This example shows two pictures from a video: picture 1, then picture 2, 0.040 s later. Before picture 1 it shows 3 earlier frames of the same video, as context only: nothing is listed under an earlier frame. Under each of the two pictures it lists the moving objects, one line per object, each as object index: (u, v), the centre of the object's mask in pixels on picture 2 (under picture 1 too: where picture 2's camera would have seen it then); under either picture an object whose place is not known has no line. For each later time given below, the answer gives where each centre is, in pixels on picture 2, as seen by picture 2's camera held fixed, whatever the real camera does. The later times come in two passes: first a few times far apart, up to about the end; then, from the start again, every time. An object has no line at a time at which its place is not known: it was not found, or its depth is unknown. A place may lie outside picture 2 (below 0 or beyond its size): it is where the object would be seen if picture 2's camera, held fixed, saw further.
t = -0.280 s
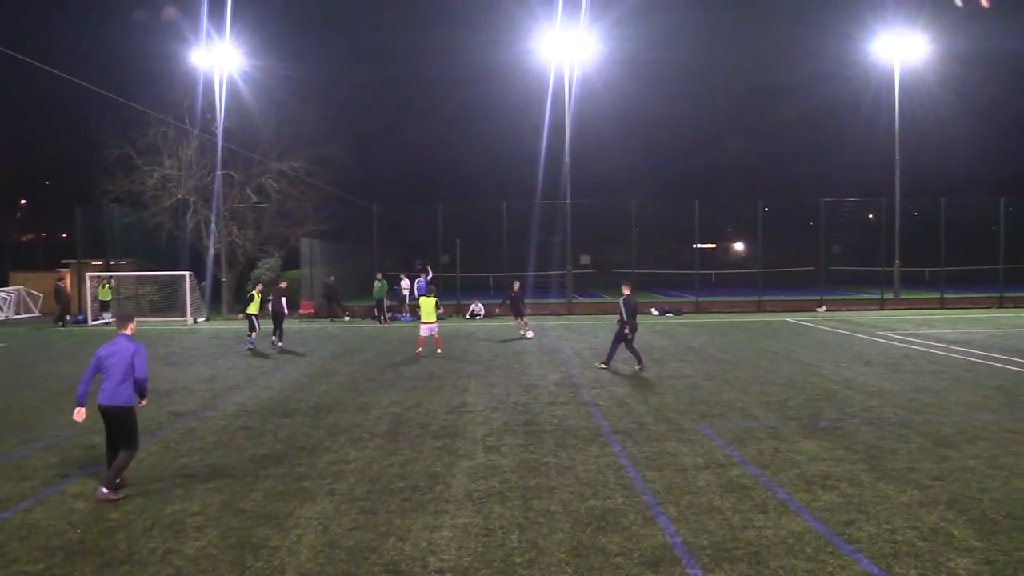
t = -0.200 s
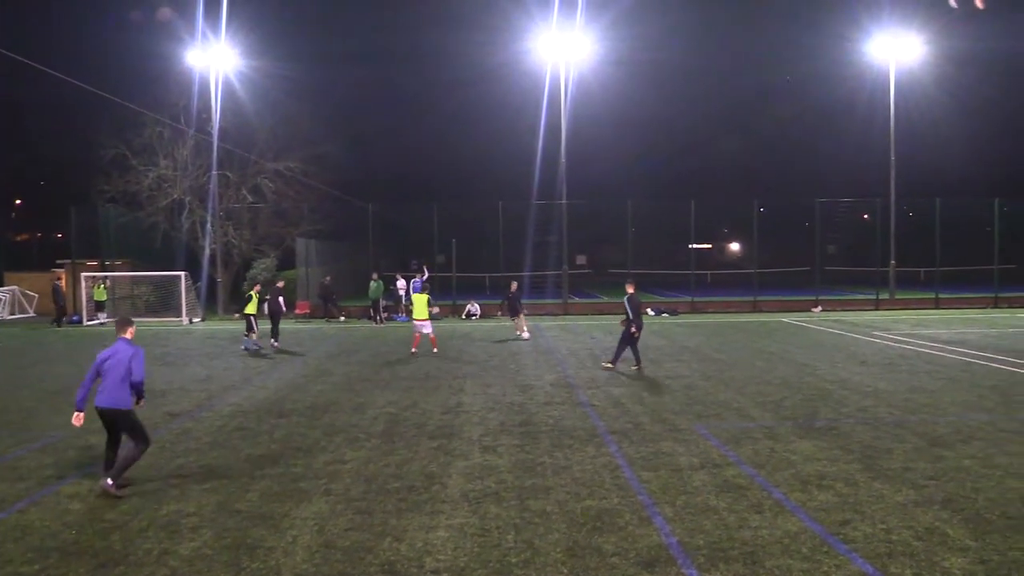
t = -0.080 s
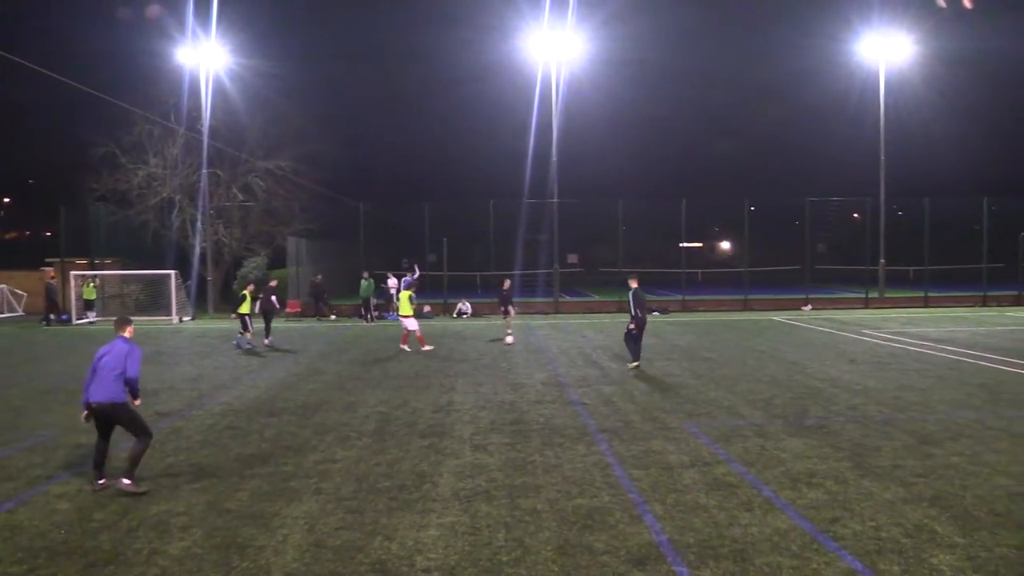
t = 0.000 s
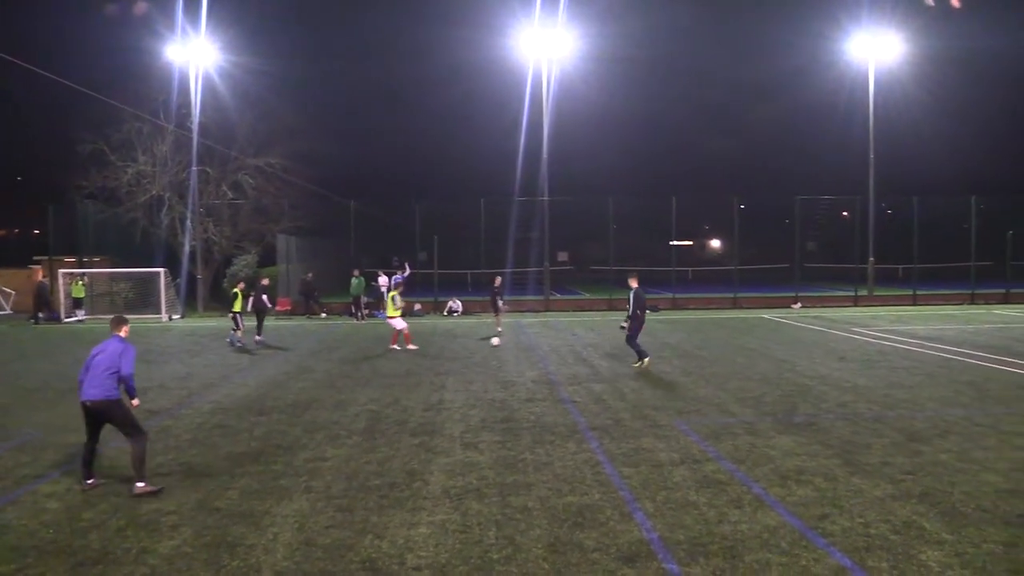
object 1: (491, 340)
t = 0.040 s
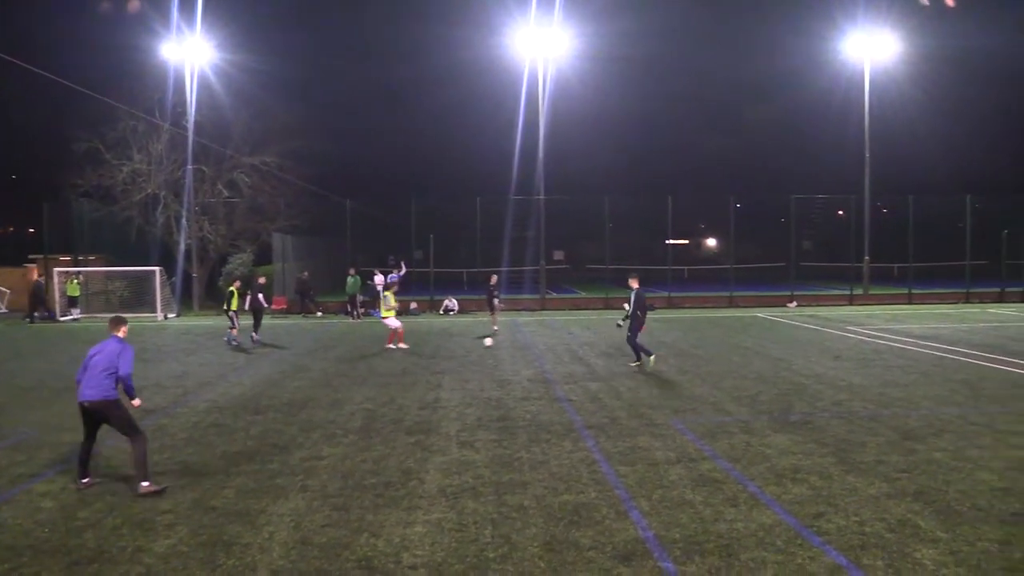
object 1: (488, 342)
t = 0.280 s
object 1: (468, 356)
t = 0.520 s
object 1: (446, 368)
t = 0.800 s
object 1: (415, 389)
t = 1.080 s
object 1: (375, 411)
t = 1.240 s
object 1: (346, 430)
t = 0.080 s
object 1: (484, 344)
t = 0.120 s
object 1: (481, 346)
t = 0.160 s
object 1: (479, 348)
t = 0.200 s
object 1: (475, 350)
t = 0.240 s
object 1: (472, 353)
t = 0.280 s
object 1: (468, 356)
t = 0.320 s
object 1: (465, 357)
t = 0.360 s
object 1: (461, 359)
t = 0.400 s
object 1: (457, 362)
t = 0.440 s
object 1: (453, 366)
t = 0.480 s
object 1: (450, 367)
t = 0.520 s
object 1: (446, 368)
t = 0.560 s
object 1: (442, 372)
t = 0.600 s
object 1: (437, 375)
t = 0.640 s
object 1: (433, 377)
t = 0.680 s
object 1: (429, 379)
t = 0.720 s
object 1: (425, 382)
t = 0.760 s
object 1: (420, 386)
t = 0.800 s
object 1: (415, 389)
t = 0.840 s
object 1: (410, 391)
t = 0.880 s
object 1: (405, 395)
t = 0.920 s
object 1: (399, 398)
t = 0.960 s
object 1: (393, 401)
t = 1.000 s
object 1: (387, 405)
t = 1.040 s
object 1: (381, 408)
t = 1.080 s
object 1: (375, 411)
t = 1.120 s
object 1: (368, 417)
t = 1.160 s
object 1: (361, 421)
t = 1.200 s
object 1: (353, 425)
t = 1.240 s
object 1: (346, 430)
